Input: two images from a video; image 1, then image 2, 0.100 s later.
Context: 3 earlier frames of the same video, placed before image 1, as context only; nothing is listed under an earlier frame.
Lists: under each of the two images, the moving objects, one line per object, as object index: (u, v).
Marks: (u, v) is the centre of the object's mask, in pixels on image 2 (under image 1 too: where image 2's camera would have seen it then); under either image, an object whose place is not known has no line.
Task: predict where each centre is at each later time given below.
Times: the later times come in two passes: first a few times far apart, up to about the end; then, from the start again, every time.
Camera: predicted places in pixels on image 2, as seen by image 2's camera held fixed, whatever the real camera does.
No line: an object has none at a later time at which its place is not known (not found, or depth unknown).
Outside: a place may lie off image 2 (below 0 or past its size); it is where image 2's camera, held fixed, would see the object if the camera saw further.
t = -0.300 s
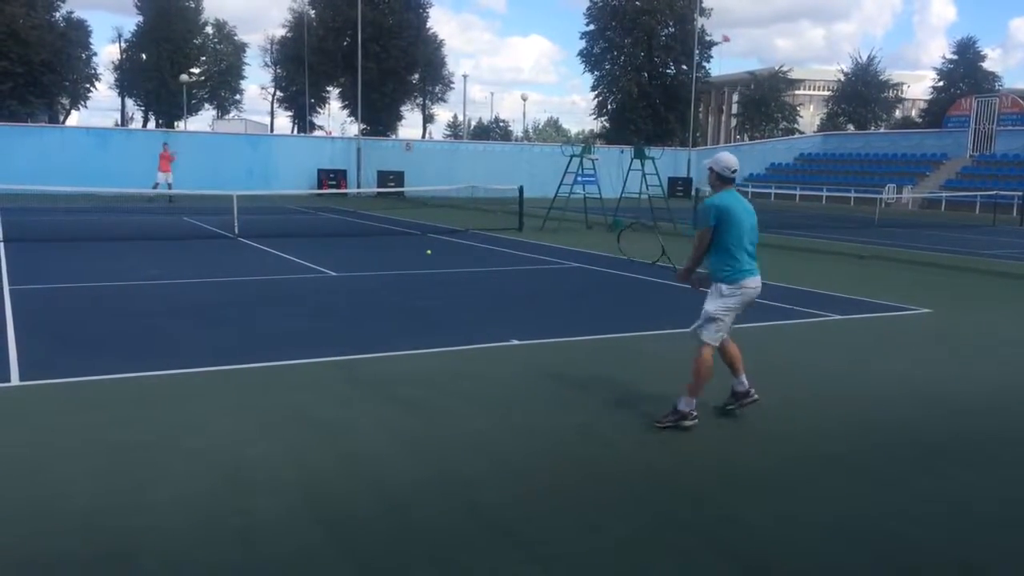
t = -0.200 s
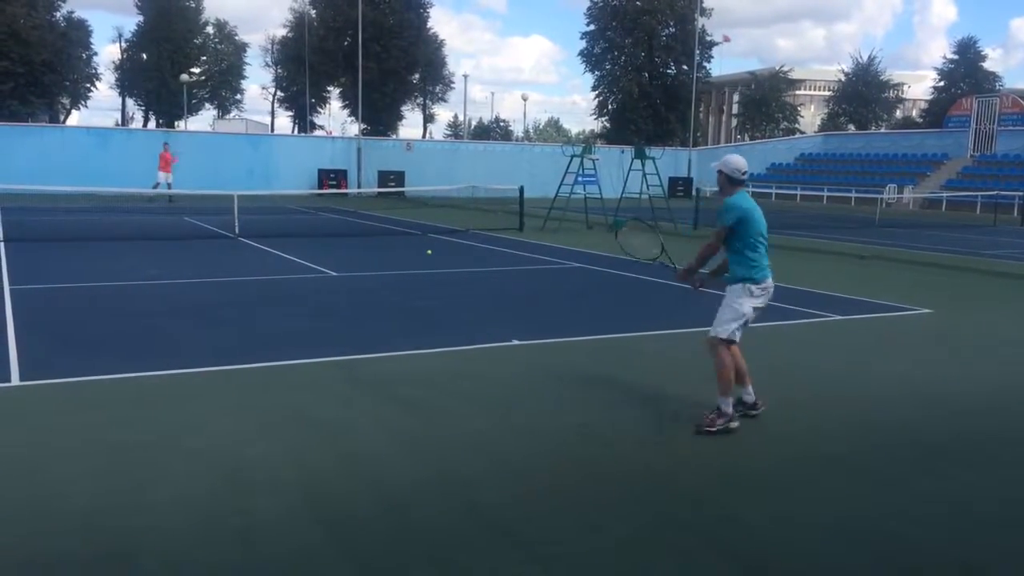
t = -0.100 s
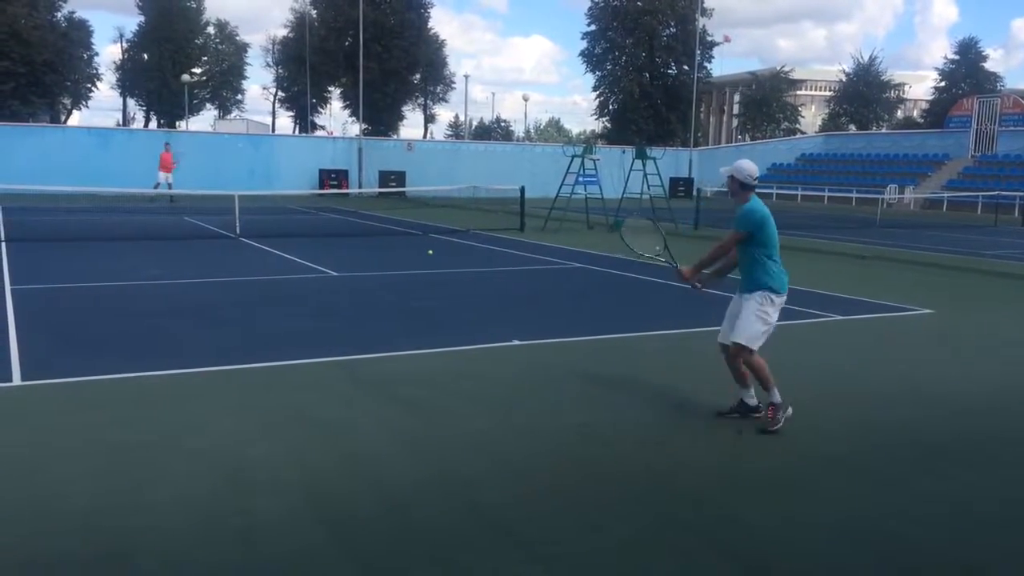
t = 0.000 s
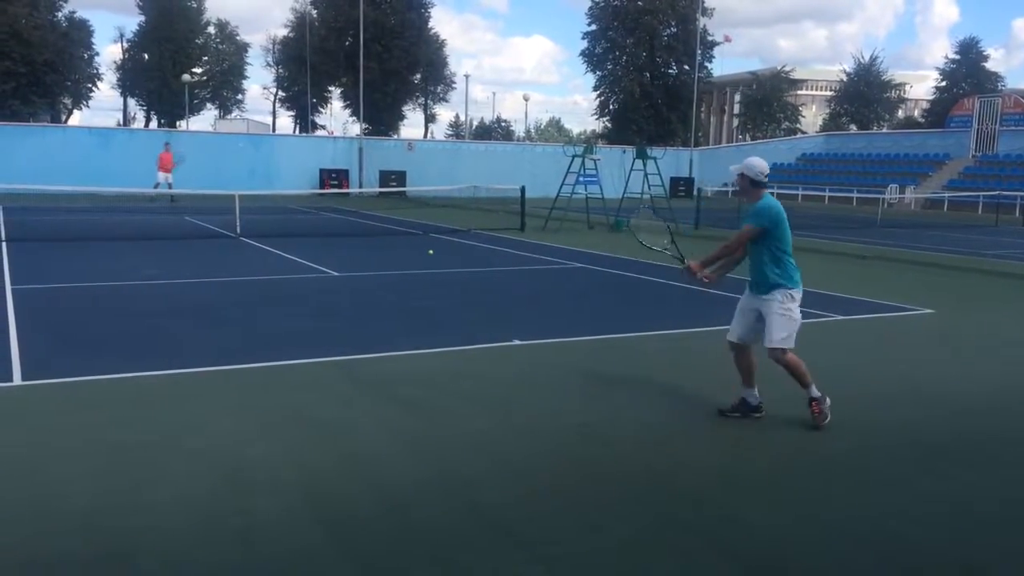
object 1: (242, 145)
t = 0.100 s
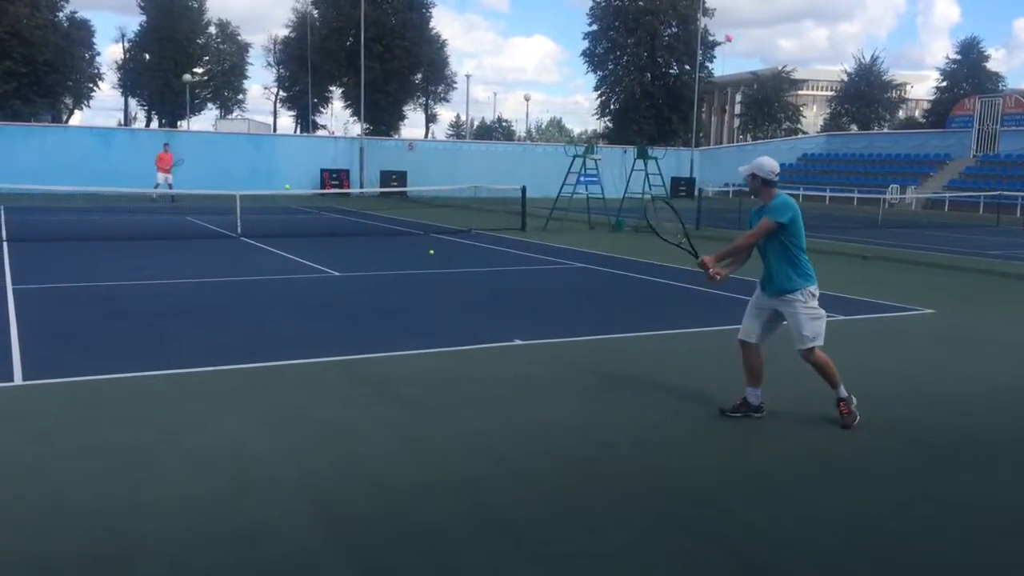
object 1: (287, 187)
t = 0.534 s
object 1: (441, 234)
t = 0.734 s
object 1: (532, 213)
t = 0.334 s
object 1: (372, 291)
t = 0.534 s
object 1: (441, 234)
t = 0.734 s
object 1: (532, 213)
